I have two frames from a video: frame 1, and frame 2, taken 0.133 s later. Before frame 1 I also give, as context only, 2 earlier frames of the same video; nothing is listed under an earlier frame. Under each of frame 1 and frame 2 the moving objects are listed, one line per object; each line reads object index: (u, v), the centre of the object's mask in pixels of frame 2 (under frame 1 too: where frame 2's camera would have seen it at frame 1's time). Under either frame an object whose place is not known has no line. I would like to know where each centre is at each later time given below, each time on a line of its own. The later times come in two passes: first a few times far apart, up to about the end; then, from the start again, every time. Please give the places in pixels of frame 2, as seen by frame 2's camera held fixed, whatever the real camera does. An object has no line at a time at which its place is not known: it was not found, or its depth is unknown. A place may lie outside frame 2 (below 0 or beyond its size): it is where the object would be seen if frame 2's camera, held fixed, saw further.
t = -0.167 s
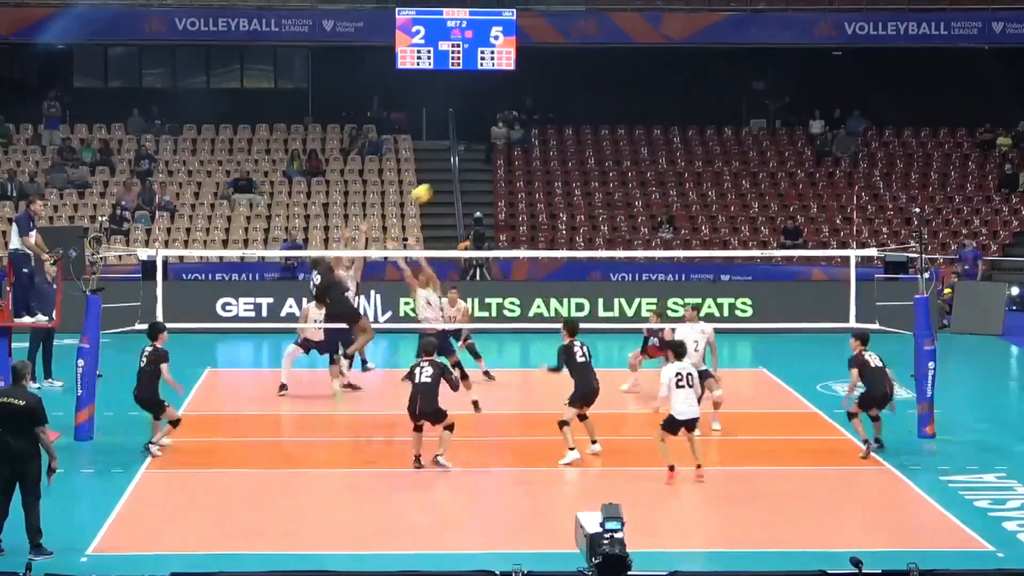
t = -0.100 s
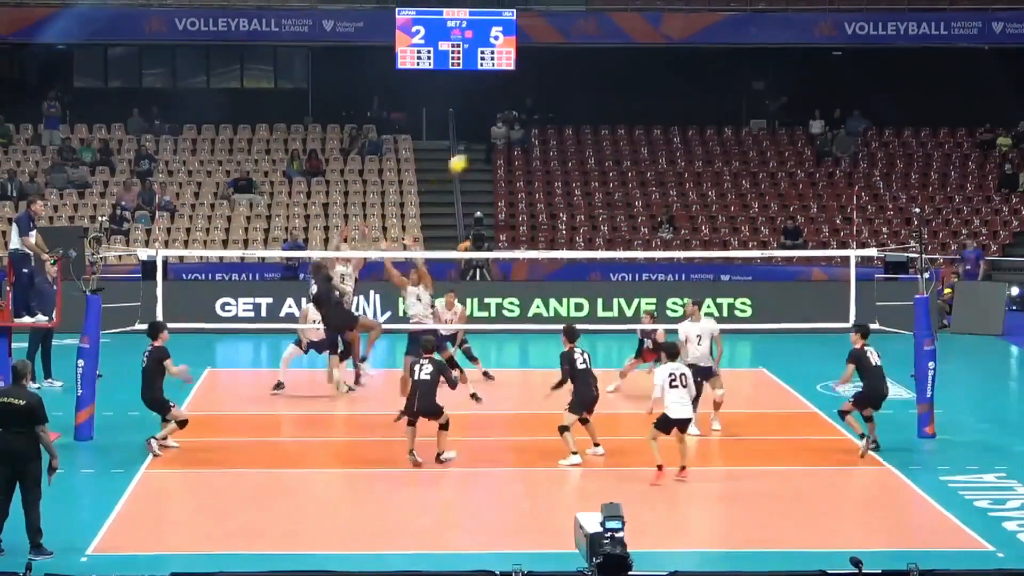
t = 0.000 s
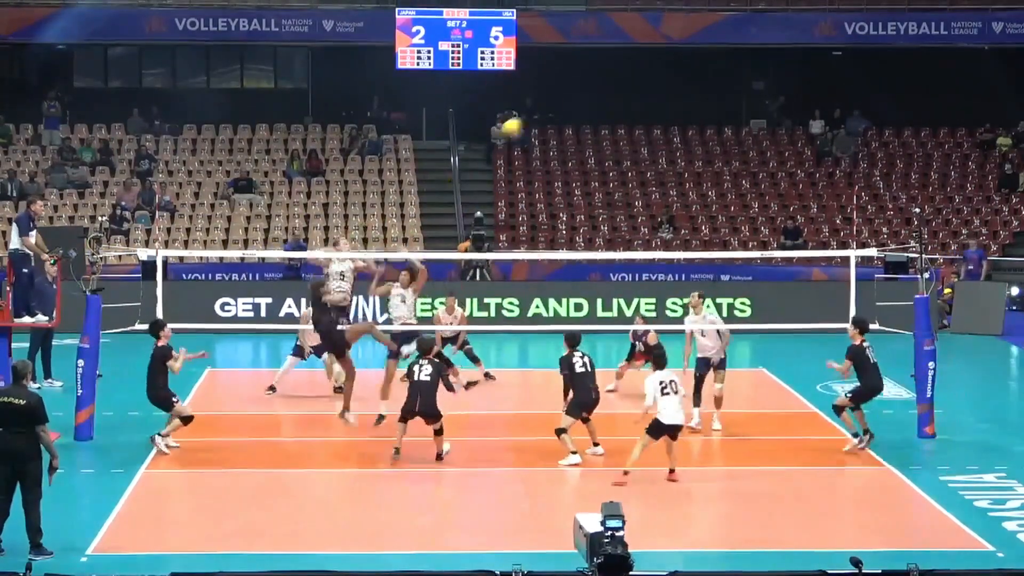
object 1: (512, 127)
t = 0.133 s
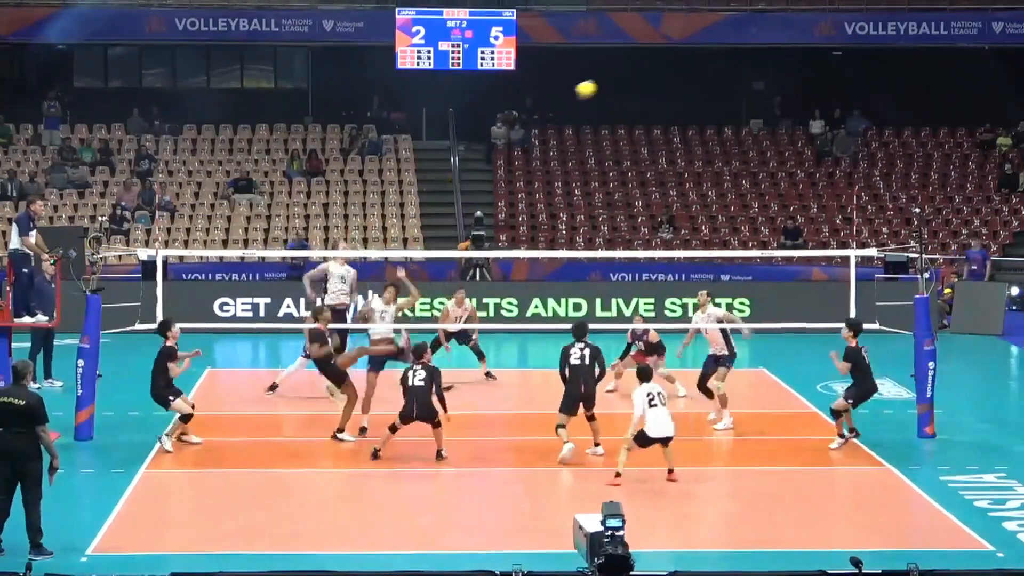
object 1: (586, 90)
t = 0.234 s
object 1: (643, 71)
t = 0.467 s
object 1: (775, 61)
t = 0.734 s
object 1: (925, 107)
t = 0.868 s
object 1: (1000, 153)
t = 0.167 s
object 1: (604, 83)
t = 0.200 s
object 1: (624, 76)
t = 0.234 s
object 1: (643, 71)
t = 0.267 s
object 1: (661, 67)
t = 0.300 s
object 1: (679, 64)
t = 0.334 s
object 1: (699, 61)
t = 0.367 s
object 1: (717, 60)
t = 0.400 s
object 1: (736, 60)
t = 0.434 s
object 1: (755, 60)
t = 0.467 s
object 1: (775, 61)
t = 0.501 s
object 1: (793, 64)
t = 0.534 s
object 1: (812, 67)
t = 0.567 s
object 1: (832, 71)
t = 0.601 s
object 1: (850, 77)
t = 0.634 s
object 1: (869, 83)
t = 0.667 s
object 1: (888, 90)
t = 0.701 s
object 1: (907, 98)
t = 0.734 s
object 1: (925, 107)
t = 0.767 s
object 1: (945, 117)
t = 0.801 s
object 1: (963, 127)
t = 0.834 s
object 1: (982, 140)
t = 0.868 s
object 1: (1000, 153)
